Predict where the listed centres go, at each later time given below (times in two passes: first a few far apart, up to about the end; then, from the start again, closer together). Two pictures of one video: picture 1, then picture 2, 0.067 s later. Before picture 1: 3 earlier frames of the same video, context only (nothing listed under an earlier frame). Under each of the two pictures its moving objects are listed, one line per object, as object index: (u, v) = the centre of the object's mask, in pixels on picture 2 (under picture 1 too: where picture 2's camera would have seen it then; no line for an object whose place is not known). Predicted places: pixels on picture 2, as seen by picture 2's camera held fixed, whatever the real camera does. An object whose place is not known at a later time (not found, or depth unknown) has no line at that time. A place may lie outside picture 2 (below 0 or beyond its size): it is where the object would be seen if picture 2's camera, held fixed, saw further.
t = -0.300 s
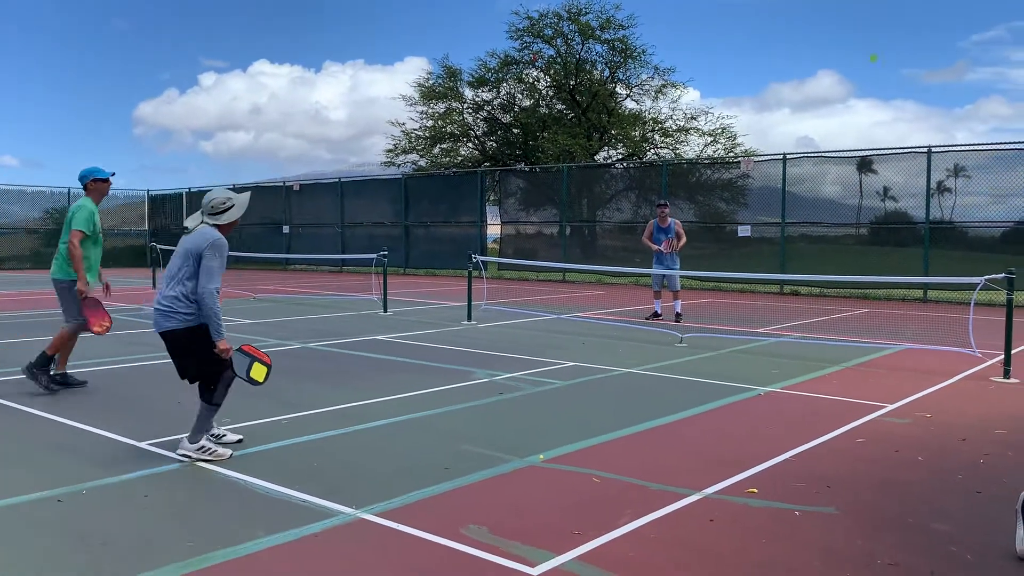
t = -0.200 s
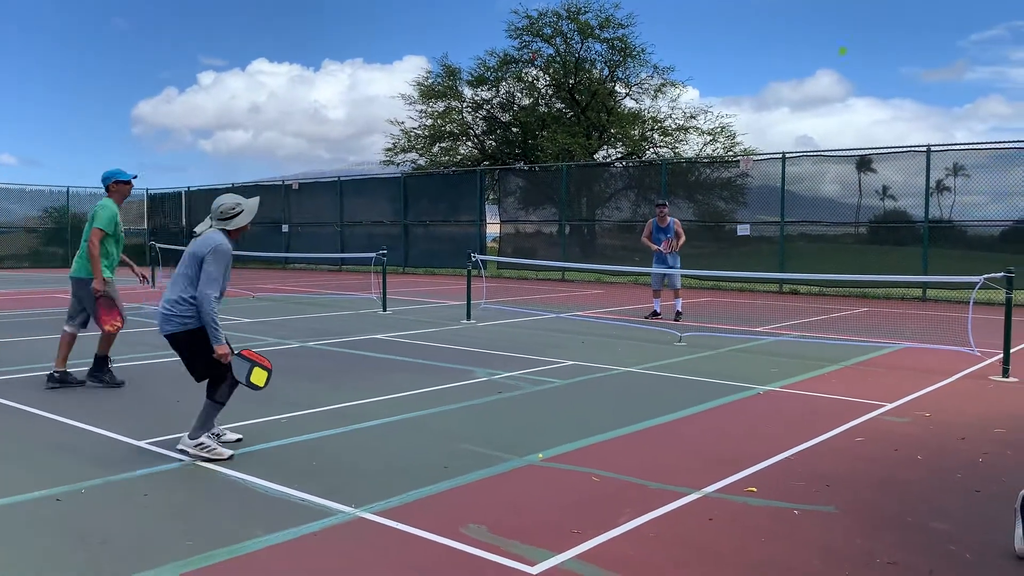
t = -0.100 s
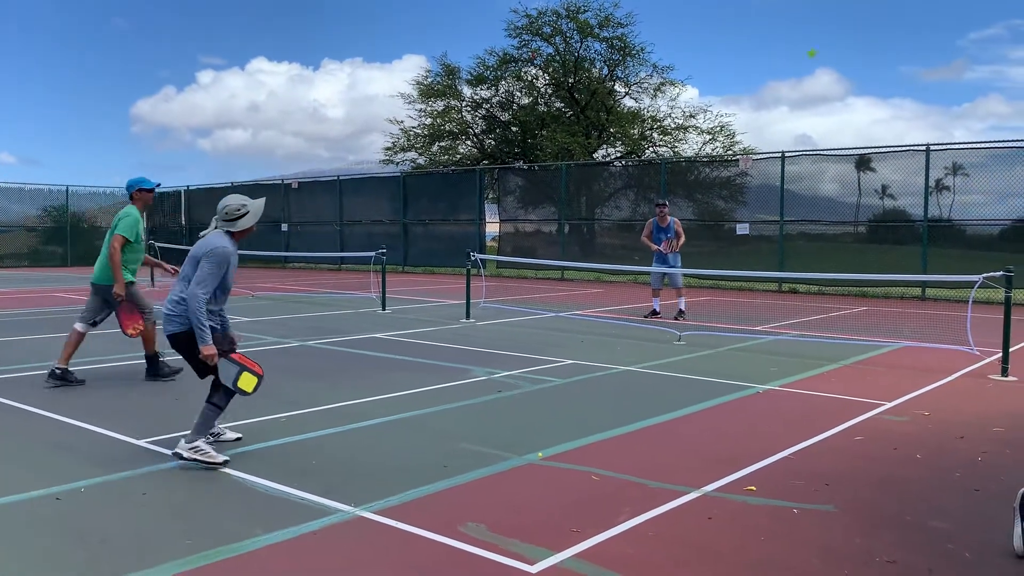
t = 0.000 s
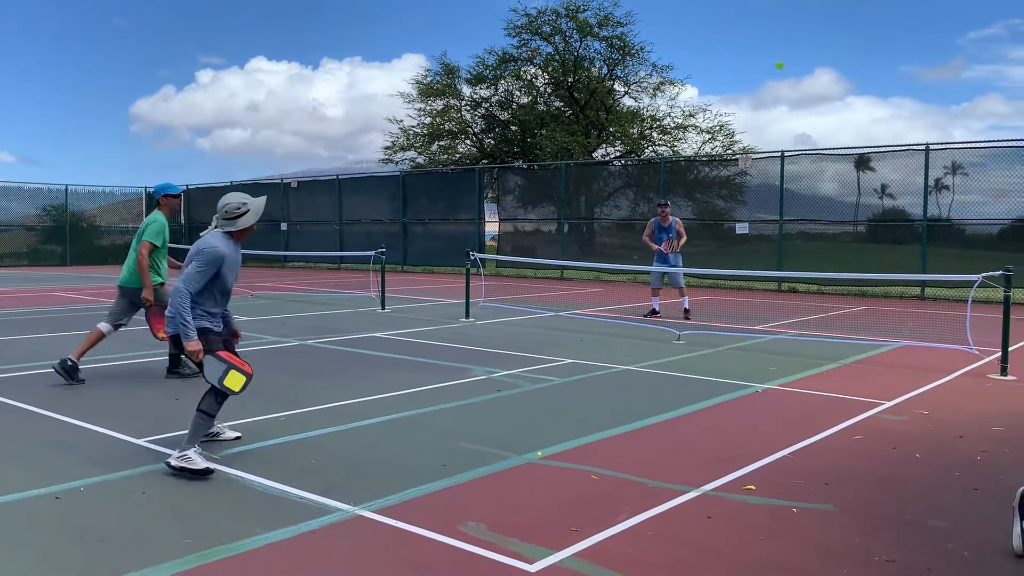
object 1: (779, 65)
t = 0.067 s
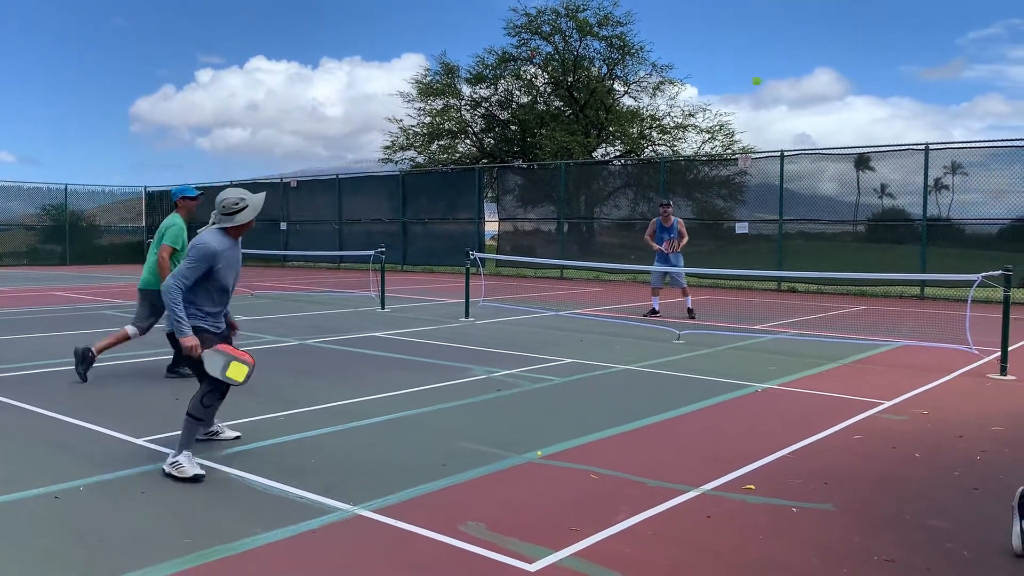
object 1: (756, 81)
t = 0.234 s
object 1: (696, 150)
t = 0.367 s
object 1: (641, 240)
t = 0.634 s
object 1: (537, 425)
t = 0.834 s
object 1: (513, 331)
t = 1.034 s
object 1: (484, 307)
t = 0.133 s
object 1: (733, 102)
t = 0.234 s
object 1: (696, 150)
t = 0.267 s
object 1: (683, 168)
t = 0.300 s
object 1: (669, 190)
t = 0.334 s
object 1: (656, 214)
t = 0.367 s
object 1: (641, 240)
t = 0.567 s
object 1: (547, 457)
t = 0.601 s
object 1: (541, 447)
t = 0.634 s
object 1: (537, 425)
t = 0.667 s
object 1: (533, 405)
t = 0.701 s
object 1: (529, 387)
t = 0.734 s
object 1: (525, 370)
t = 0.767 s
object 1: (522, 355)
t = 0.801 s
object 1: (517, 342)
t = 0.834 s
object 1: (513, 331)
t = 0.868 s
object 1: (509, 321)
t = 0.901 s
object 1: (504, 313)
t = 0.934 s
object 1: (499, 309)
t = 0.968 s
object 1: (495, 306)
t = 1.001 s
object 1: (490, 305)
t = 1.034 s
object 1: (484, 307)
